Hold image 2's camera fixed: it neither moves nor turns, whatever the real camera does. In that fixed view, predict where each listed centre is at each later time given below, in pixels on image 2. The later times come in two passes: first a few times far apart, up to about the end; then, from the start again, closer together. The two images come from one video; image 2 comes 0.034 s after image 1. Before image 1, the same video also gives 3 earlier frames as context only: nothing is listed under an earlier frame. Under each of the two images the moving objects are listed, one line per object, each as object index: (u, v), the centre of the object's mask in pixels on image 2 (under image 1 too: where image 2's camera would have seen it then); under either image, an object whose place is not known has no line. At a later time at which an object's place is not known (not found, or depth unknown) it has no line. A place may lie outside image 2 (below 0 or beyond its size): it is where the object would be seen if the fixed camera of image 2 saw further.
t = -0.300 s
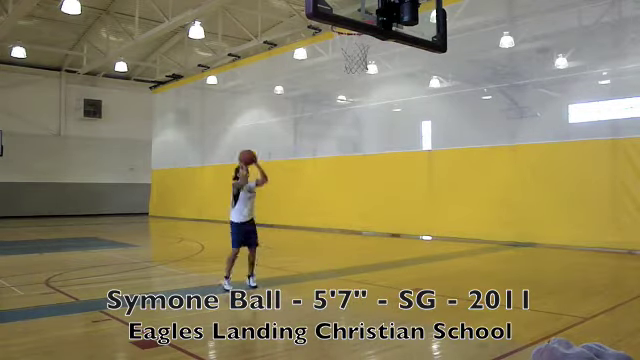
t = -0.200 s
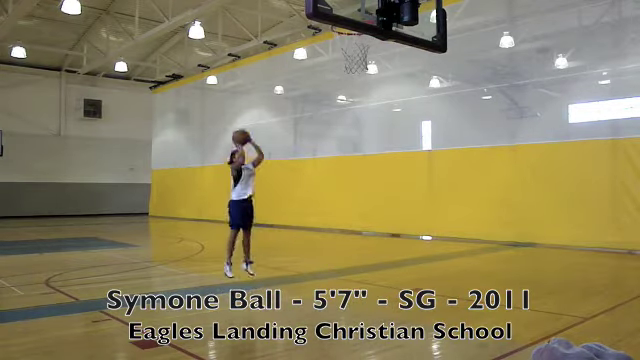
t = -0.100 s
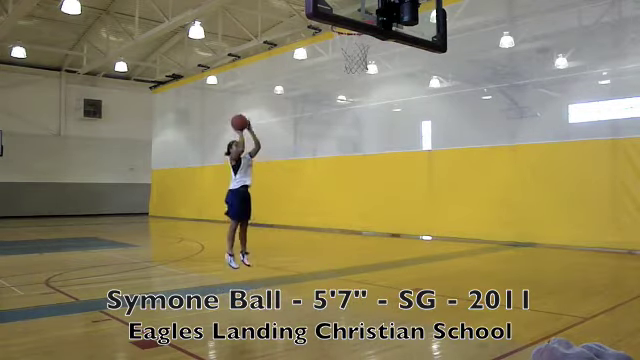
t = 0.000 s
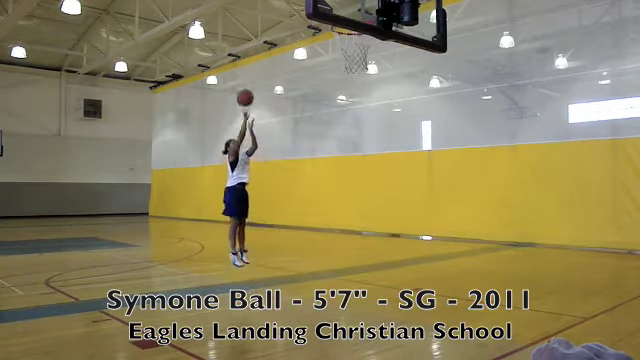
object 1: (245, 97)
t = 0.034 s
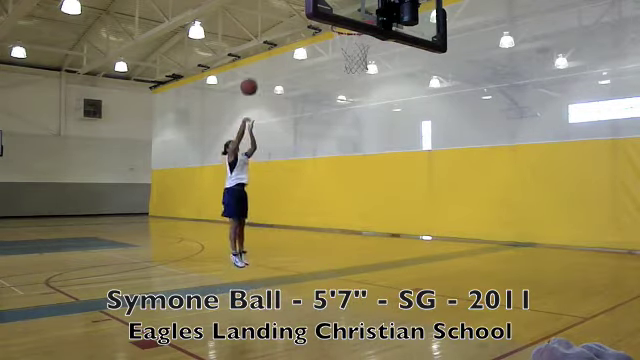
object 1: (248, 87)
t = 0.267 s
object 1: (279, 28)
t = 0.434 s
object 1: (300, 8)
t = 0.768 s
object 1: (363, 39)
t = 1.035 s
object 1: (365, 60)
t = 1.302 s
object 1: (357, 141)
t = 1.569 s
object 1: (349, 284)
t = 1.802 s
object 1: (336, 235)
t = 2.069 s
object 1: (320, 183)
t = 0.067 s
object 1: (253, 76)
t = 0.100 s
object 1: (257, 67)
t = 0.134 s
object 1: (262, 57)
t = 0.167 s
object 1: (265, 49)
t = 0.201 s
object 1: (270, 41)
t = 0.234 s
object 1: (275, 34)
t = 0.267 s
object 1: (279, 28)
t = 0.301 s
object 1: (284, 23)
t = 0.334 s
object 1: (289, 17)
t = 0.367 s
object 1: (294, 13)
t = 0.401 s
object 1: (297, 10)
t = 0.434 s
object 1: (300, 8)
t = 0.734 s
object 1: (355, 35)
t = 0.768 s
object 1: (363, 39)
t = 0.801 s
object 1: (367, 44)
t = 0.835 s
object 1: (369, 46)
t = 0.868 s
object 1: (371, 49)
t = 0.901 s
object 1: (369, 51)
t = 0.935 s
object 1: (368, 52)
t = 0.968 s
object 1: (367, 52)
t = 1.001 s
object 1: (366, 57)
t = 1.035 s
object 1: (365, 60)
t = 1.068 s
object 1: (364, 67)
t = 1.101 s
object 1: (363, 74)
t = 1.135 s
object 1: (362, 83)
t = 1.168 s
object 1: (361, 92)
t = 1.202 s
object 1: (360, 103)
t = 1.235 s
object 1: (358, 114)
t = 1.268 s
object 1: (358, 127)
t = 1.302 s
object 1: (357, 141)
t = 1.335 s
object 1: (356, 156)
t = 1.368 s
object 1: (355, 172)
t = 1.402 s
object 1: (354, 189)
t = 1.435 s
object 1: (353, 207)
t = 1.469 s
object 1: (352, 226)
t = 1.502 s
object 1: (351, 245)
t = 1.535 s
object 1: (350, 267)
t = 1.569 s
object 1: (349, 284)
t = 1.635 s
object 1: (347, 306)
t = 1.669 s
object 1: (344, 283)
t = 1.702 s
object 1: (342, 273)
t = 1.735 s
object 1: (340, 259)
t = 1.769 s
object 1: (338, 246)
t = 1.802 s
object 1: (336, 235)
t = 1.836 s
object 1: (334, 224)
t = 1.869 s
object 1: (332, 215)
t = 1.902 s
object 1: (330, 207)
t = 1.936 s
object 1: (328, 200)
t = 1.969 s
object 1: (326, 194)
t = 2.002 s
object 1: (324, 189)
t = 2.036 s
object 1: (322, 185)
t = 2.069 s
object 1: (320, 183)
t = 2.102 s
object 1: (318, 181)
